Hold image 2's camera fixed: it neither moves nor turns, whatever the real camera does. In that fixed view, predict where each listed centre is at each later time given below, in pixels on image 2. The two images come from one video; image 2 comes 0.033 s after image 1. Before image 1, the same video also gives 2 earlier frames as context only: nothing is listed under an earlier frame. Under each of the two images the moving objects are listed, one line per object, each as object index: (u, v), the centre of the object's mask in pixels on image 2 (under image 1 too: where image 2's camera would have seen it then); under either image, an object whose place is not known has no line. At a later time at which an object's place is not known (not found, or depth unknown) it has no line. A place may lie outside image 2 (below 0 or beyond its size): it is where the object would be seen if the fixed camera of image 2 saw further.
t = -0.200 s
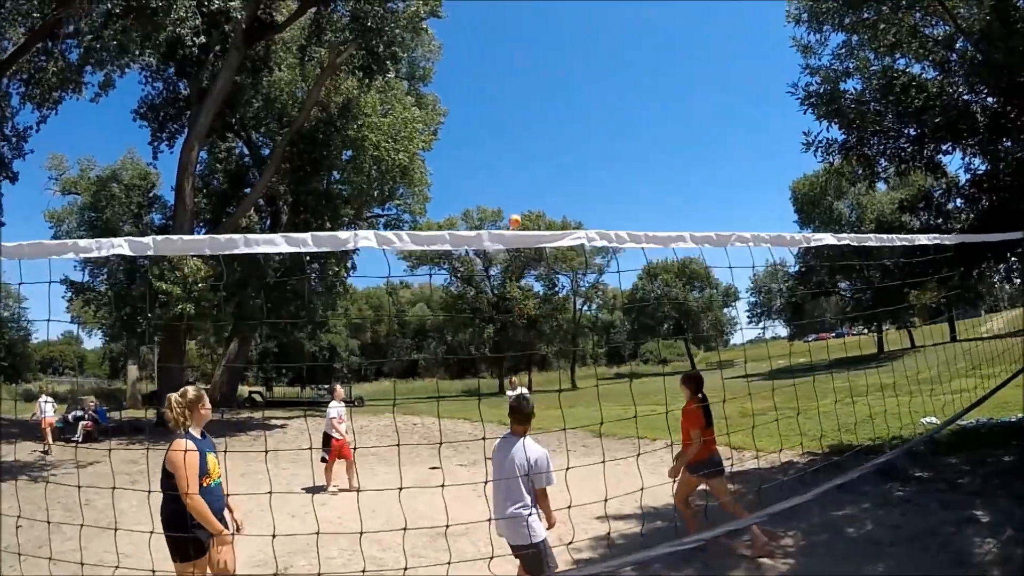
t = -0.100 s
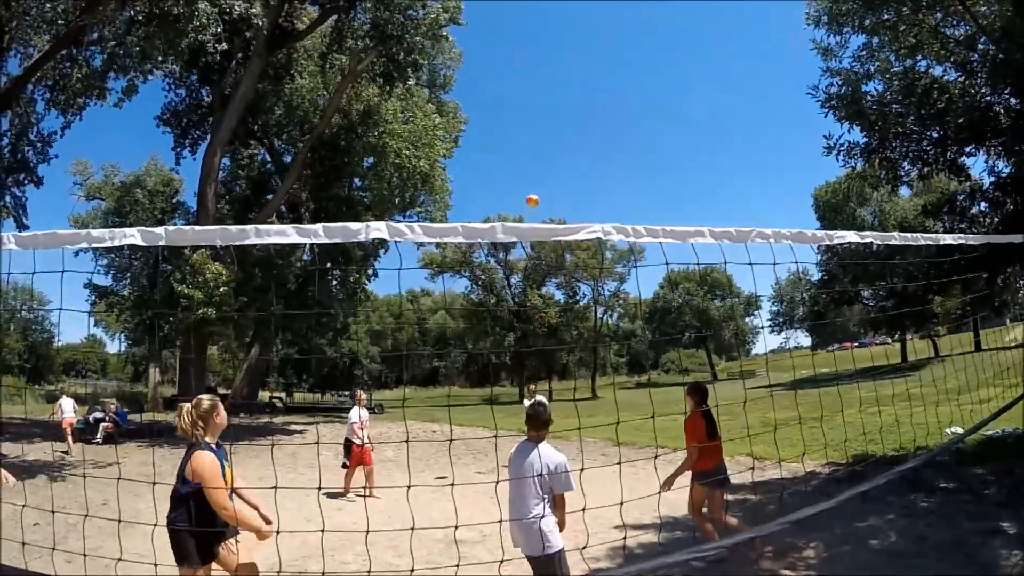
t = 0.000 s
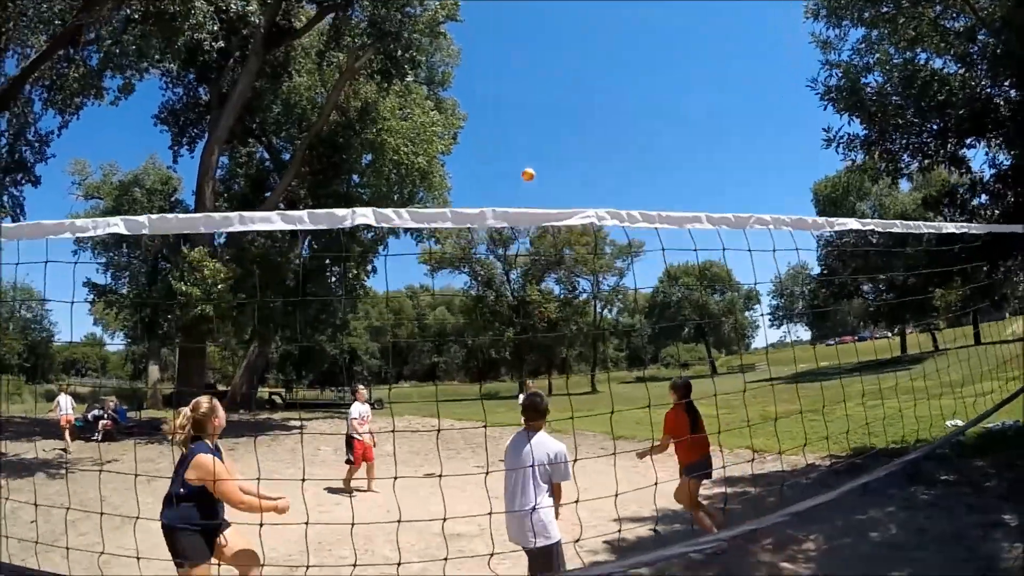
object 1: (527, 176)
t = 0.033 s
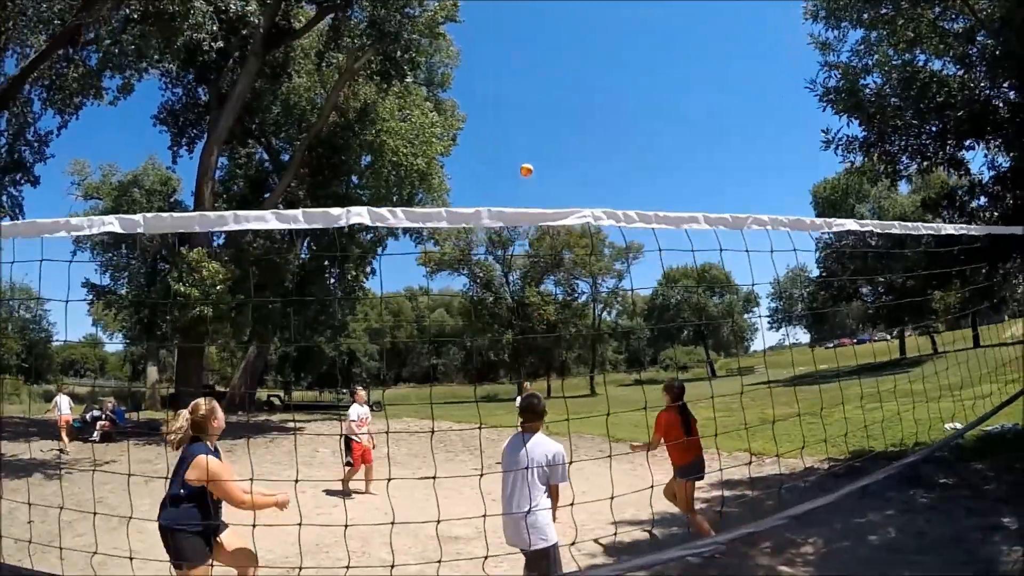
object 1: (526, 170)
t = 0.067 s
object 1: (526, 164)
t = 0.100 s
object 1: (525, 159)
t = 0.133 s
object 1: (524, 154)
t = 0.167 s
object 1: (522, 150)
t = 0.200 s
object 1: (522, 147)
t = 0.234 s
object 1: (521, 144)
